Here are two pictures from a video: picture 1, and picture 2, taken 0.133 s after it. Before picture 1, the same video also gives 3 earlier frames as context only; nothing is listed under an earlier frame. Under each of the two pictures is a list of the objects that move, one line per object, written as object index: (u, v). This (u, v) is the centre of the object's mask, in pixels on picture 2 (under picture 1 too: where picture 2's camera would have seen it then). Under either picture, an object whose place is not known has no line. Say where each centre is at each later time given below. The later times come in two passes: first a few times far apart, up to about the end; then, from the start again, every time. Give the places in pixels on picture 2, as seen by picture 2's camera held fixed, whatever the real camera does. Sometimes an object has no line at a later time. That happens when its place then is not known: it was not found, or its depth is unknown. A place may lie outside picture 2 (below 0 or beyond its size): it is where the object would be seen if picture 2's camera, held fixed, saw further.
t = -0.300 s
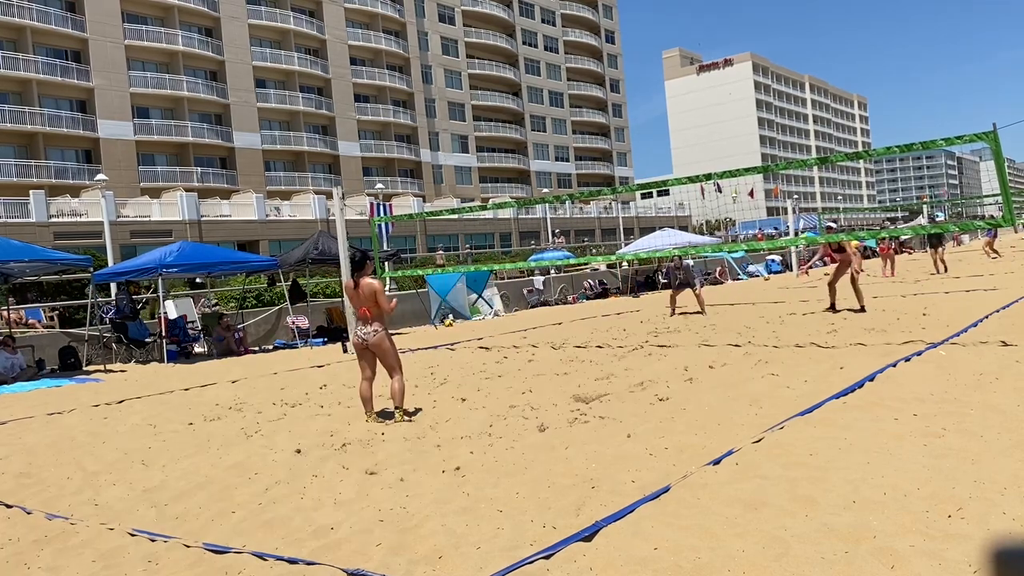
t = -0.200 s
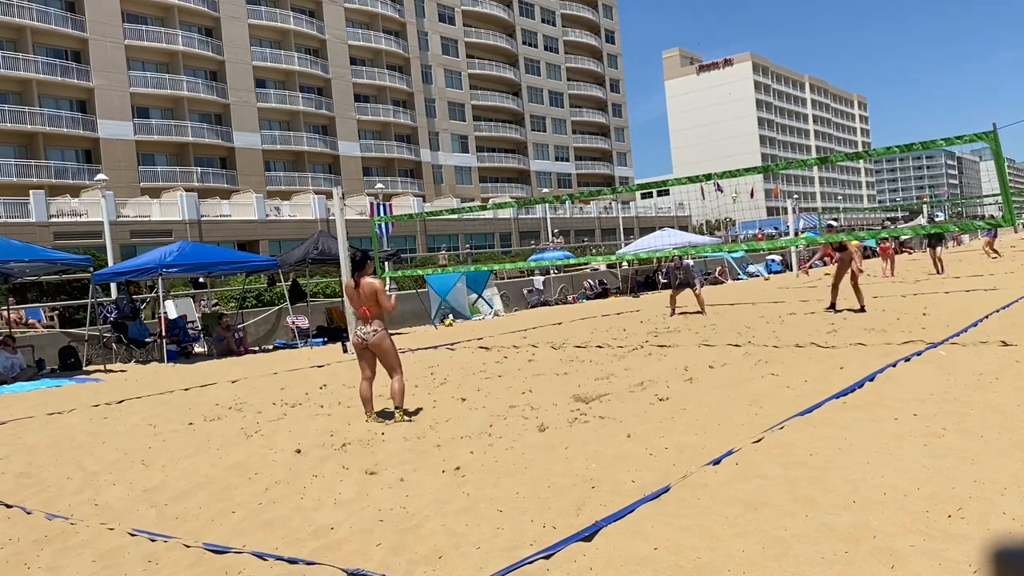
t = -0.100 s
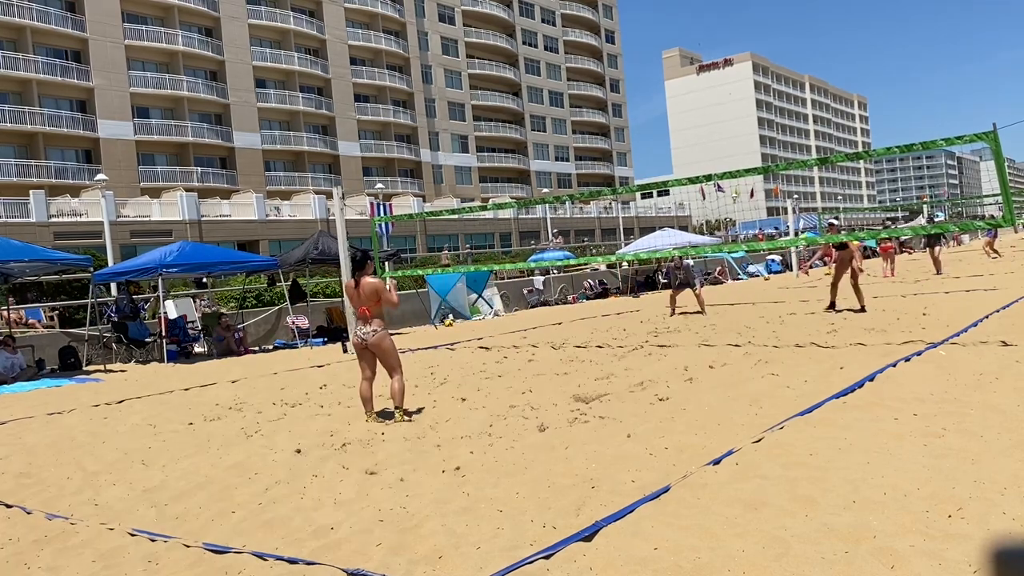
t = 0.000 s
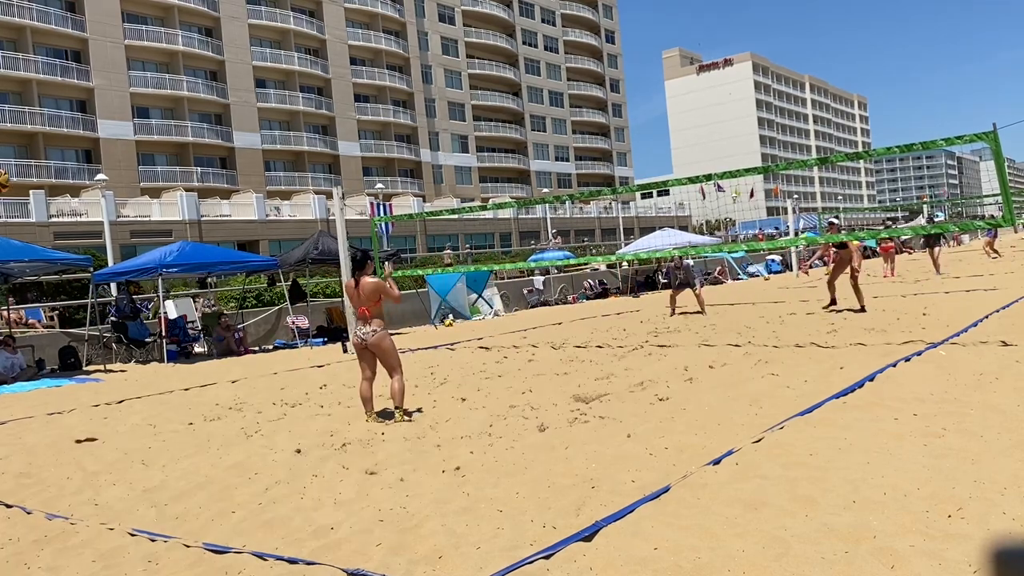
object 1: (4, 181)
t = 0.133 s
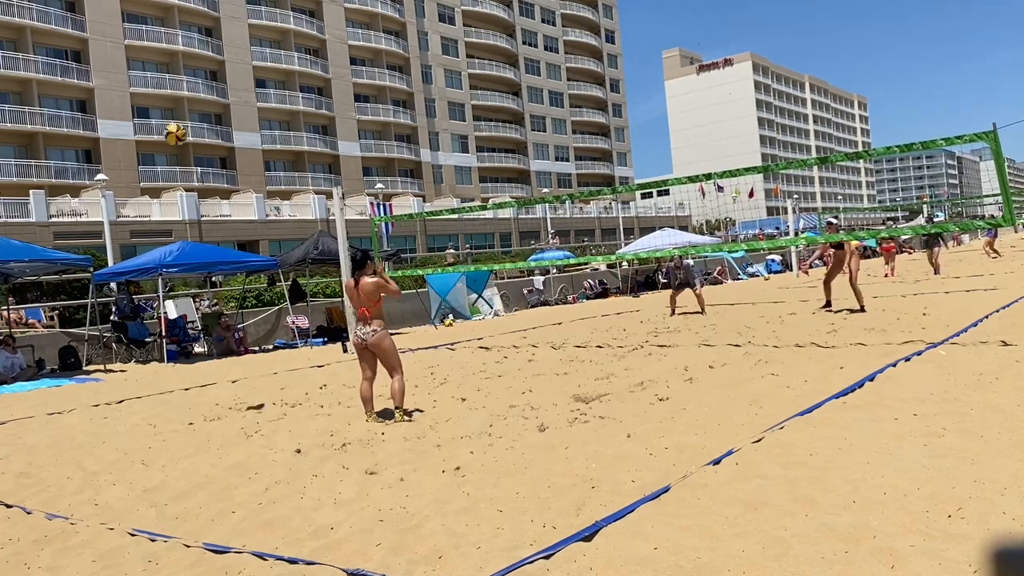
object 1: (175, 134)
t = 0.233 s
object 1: (279, 116)
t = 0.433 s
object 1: (433, 113)
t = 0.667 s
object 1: (556, 146)
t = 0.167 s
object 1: (212, 126)
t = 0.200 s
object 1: (247, 120)
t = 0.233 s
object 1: (279, 116)
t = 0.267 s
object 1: (310, 113)
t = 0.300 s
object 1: (338, 111)
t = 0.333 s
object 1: (364, 110)
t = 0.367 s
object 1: (389, 110)
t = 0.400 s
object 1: (411, 111)
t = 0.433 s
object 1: (433, 113)
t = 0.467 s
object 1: (454, 117)
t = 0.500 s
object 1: (473, 120)
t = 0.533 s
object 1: (492, 124)
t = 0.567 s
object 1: (508, 129)
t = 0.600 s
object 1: (525, 134)
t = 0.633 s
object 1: (542, 139)
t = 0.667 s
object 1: (556, 146)
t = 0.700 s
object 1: (571, 153)
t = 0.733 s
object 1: (585, 160)
